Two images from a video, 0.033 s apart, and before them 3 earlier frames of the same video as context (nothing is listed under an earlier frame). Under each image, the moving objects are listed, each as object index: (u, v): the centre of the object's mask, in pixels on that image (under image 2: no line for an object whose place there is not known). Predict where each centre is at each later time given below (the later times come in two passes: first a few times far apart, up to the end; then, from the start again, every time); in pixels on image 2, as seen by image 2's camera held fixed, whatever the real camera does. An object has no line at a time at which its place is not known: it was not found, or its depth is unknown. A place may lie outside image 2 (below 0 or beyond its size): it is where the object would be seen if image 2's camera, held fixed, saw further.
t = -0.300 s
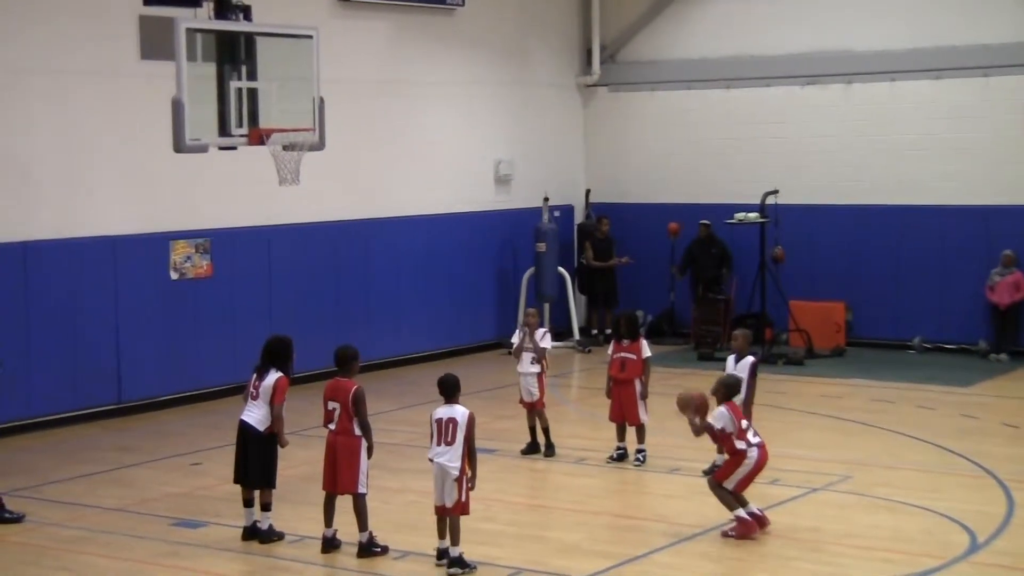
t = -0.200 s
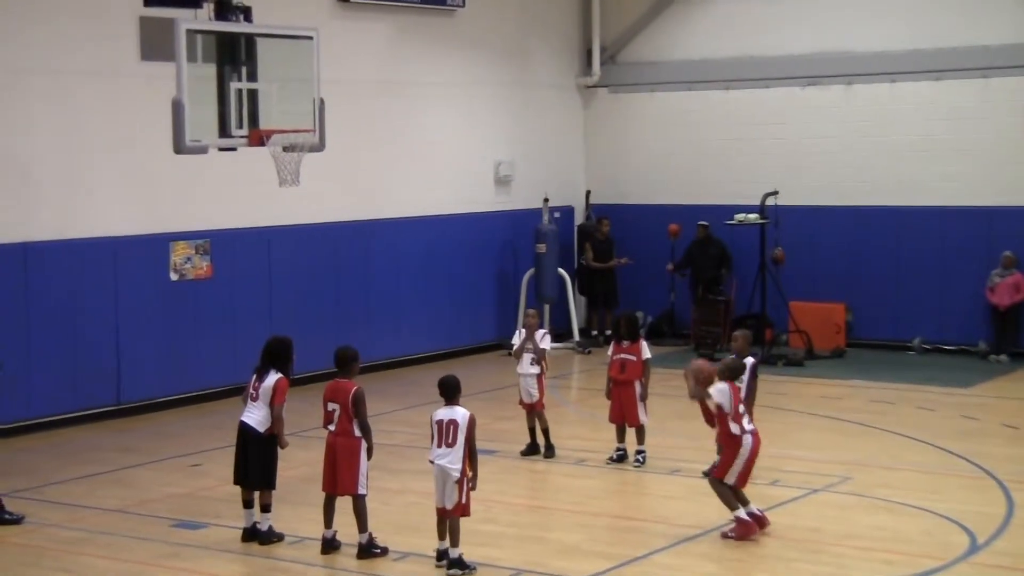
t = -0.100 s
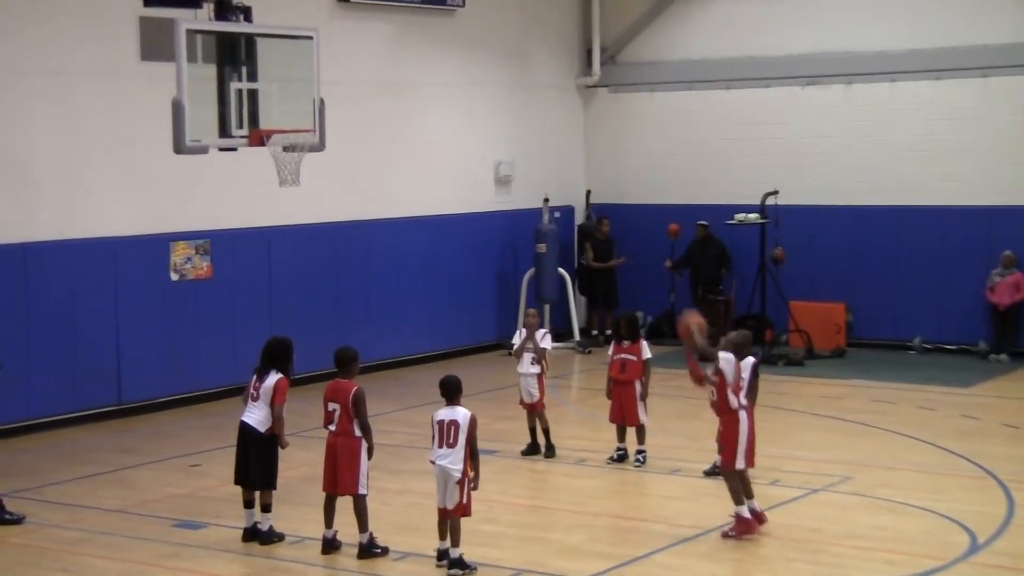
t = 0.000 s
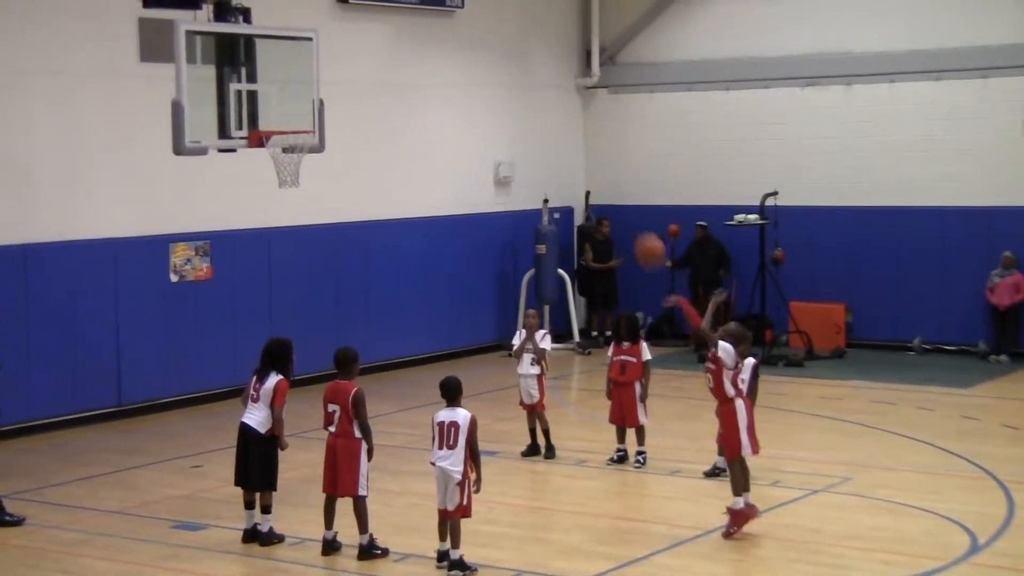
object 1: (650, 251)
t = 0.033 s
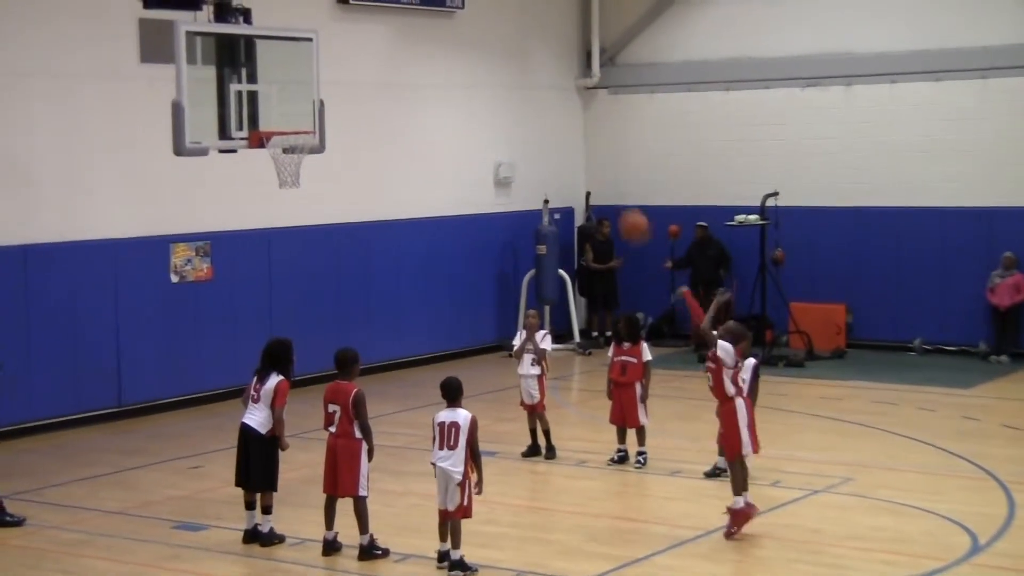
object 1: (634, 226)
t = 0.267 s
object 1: (527, 101)
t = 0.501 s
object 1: (429, 50)
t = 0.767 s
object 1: (328, 73)
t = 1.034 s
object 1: (299, 118)
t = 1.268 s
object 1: (287, 95)
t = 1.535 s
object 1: (276, 145)
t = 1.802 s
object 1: (268, 286)
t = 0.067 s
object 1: (619, 207)
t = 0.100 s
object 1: (603, 183)
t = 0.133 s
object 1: (587, 163)
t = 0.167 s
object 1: (572, 146)
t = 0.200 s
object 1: (557, 129)
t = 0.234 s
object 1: (542, 115)
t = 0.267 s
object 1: (527, 101)
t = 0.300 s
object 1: (512, 89)
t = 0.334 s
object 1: (498, 80)
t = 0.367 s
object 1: (484, 71)
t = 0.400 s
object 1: (470, 64)
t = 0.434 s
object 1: (456, 58)
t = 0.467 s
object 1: (442, 53)
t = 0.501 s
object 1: (429, 50)
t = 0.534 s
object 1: (416, 49)
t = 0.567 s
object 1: (403, 48)
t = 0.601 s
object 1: (389, 49)
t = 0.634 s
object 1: (377, 51)
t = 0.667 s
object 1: (364, 55)
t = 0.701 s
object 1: (352, 59)
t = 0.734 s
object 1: (340, 65)
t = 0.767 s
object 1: (328, 73)
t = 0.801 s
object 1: (316, 81)
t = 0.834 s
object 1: (304, 91)
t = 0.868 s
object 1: (293, 102)
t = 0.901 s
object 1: (282, 114)
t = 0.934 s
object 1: (273, 123)
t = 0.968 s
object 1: (286, 124)
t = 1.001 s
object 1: (300, 125)
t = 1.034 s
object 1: (299, 118)
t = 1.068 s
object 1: (297, 112)
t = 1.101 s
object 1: (295, 106)
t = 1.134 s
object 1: (294, 101)
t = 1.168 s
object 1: (292, 98)
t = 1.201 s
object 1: (290, 96)
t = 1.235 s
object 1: (289, 95)
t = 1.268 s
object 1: (287, 95)
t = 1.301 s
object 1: (286, 96)
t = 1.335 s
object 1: (284, 99)
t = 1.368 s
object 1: (283, 104)
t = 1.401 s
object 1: (281, 110)
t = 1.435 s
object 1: (280, 116)
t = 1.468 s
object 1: (278, 125)
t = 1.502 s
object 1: (277, 134)
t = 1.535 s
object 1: (276, 145)
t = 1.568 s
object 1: (274, 157)
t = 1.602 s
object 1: (273, 172)
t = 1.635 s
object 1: (272, 188)
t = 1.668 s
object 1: (271, 204)
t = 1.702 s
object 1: (270, 223)
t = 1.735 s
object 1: (270, 242)
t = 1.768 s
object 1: (269, 263)
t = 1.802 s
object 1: (268, 286)
